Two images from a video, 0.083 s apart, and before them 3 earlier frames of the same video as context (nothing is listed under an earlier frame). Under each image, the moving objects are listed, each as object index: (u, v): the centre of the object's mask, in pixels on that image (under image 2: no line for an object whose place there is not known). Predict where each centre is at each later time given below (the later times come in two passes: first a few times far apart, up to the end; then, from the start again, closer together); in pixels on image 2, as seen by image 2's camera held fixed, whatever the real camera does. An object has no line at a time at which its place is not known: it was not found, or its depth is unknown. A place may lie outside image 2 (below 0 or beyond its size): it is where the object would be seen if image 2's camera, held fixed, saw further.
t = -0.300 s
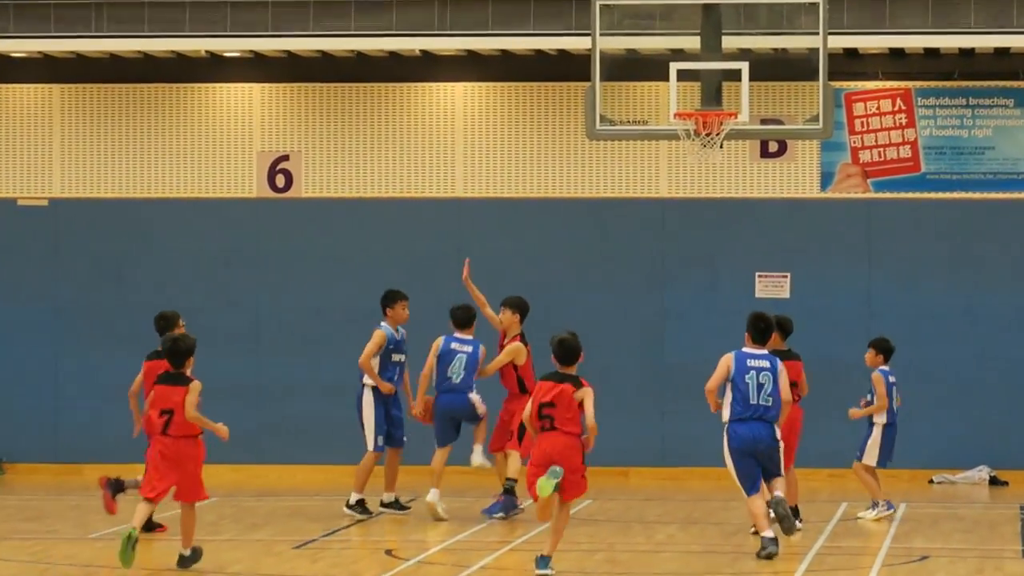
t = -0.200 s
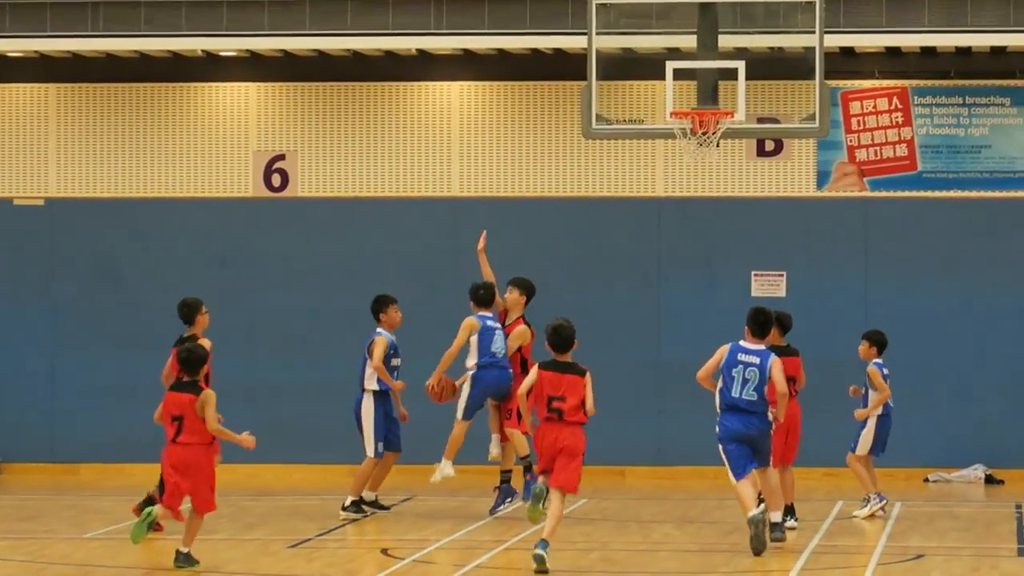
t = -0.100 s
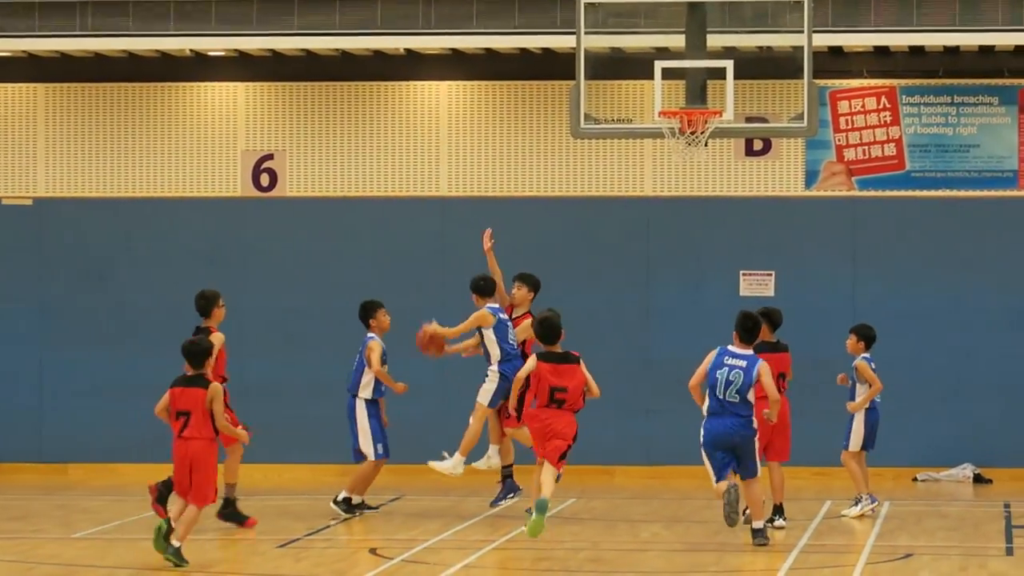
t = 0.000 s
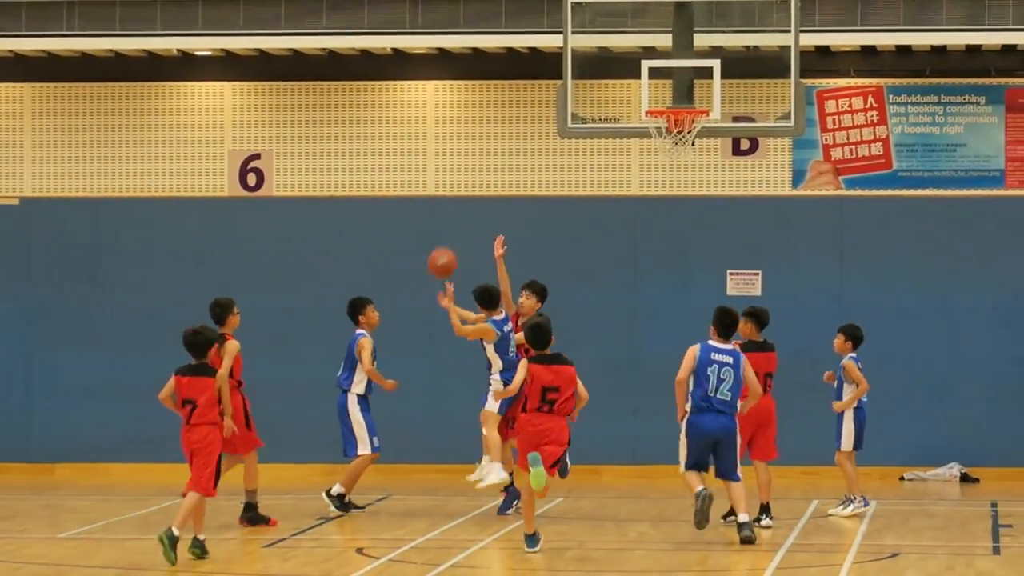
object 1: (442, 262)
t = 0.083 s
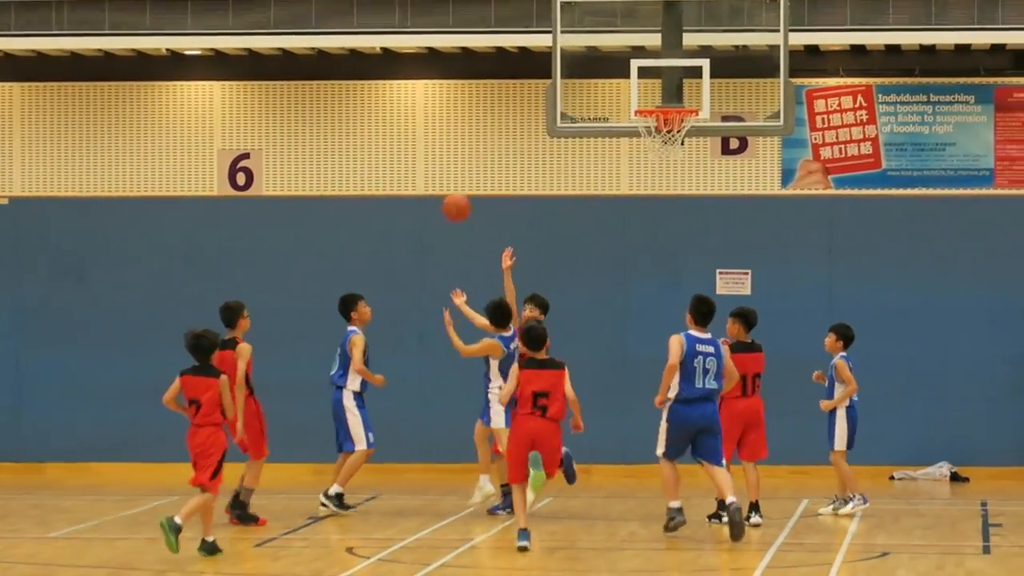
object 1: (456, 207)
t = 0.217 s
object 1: (496, 138)
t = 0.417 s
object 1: (556, 76)
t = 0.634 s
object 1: (617, 68)
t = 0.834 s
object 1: (671, 103)
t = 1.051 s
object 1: (673, 139)
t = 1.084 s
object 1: (668, 140)
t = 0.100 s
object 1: (461, 197)
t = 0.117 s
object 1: (466, 187)
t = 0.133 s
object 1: (470, 178)
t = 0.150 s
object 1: (475, 170)
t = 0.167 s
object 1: (481, 161)
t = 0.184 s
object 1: (486, 153)
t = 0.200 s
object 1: (491, 145)
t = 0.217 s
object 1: (496, 138)
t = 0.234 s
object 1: (500, 130)
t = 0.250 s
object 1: (505, 124)
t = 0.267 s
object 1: (510, 117)
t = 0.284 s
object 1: (515, 112)
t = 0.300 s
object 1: (519, 106)
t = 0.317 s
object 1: (524, 100)
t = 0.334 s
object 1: (529, 95)
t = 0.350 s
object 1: (535, 90)
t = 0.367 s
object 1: (541, 86)
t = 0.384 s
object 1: (546, 82)
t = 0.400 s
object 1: (551, 79)
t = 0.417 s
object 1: (556, 76)
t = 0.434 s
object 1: (561, 73)
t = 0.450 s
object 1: (565, 71)
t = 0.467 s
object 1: (570, 69)
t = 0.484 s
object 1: (575, 67)
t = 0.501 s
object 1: (579, 66)
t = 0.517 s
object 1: (584, 65)
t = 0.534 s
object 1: (589, 64)
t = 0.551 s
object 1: (594, 64)
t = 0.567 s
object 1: (598, 64)
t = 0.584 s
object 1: (603, 65)
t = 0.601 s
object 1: (608, 65)
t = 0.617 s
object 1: (612, 67)
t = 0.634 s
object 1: (617, 68)
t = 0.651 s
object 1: (622, 70)
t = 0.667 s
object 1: (626, 72)
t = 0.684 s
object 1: (631, 75)
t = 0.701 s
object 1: (636, 78)
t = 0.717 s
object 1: (641, 81)
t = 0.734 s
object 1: (645, 85)
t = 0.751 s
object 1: (649, 88)
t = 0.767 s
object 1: (654, 93)
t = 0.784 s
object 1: (659, 97)
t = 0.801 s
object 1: (663, 100)
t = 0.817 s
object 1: (668, 102)
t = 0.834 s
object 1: (671, 103)
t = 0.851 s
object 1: (674, 103)
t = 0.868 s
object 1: (677, 104)
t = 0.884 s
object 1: (679, 105)
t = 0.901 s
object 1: (681, 107)
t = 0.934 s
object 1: (689, 125)
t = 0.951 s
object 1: (685, 125)
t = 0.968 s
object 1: (683, 128)
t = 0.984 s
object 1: (682, 130)
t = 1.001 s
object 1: (679, 132)
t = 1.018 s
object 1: (677, 134)
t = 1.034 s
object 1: (675, 136)
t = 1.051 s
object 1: (673, 139)
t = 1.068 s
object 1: (671, 141)
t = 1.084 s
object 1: (668, 140)
